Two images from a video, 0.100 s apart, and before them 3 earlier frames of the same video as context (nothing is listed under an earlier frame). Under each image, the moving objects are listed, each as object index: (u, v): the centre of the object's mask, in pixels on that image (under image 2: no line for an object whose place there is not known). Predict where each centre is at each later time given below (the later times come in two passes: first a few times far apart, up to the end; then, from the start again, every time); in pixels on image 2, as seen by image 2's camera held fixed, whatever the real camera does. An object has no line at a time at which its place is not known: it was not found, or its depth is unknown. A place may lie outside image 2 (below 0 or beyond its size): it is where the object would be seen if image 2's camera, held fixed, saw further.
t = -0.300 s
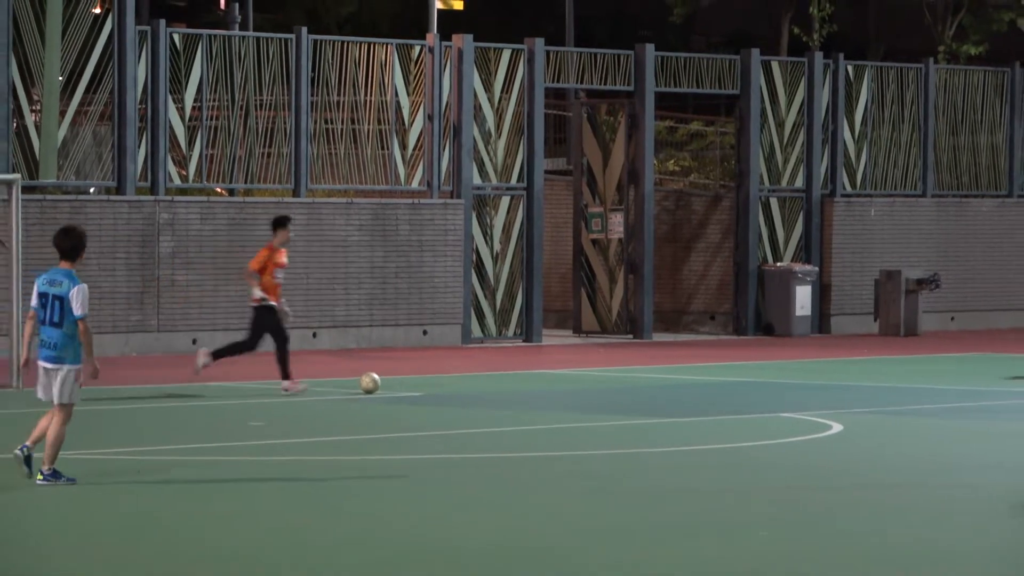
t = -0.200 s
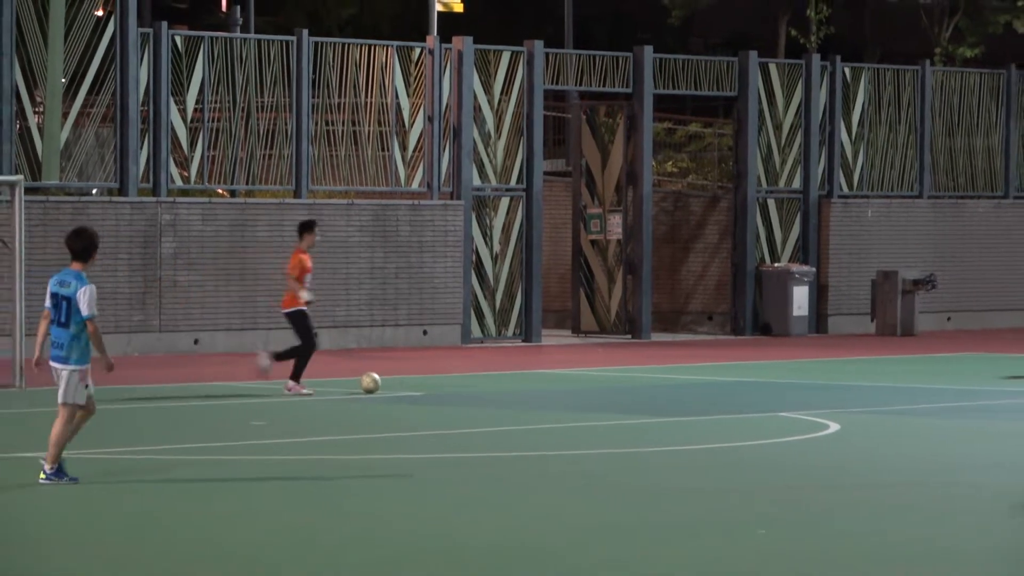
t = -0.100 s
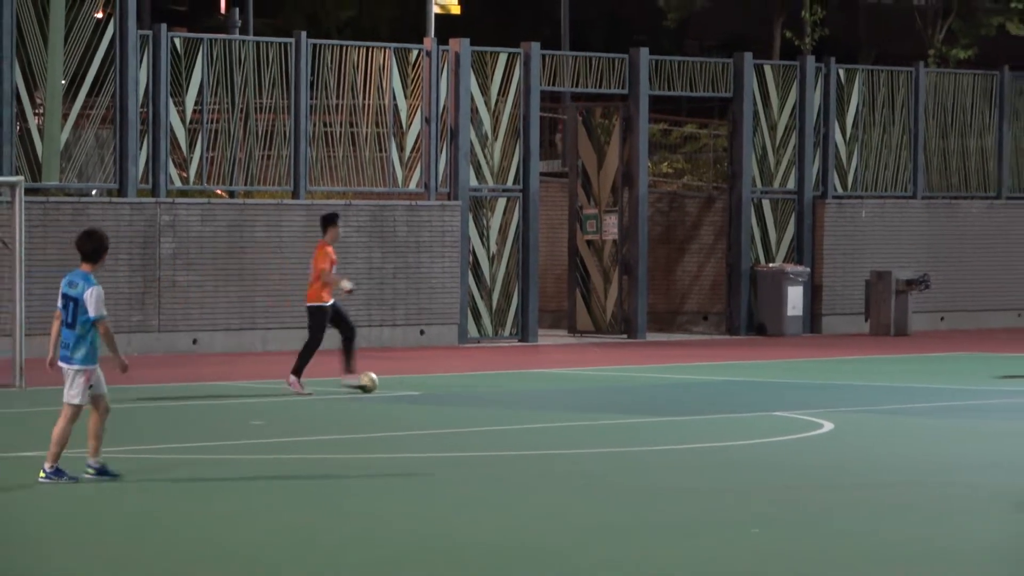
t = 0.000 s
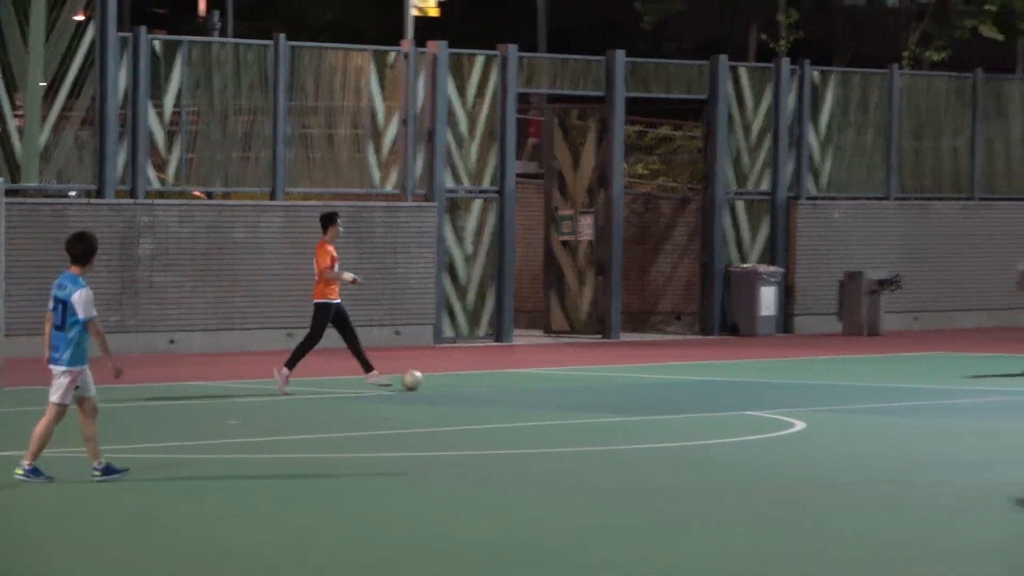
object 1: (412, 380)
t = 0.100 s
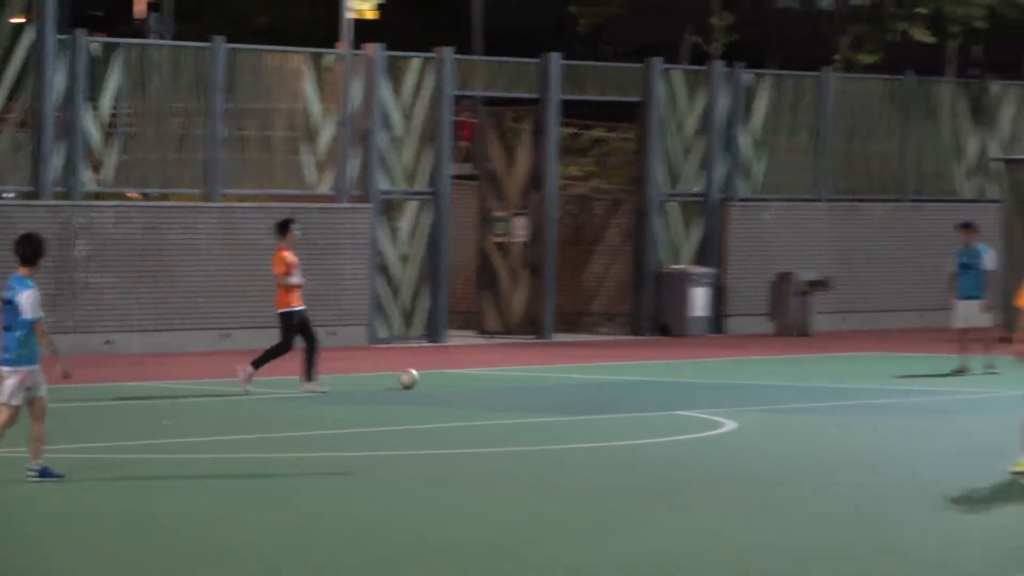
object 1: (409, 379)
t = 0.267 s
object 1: (495, 376)
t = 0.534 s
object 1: (596, 373)
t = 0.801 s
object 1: (687, 370)
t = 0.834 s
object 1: (699, 370)
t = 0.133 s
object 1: (427, 378)
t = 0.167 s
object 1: (445, 377)
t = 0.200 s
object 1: (463, 377)
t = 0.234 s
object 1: (479, 376)
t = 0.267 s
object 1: (495, 376)
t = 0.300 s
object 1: (509, 375)
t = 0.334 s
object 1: (523, 375)
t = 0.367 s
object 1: (537, 375)
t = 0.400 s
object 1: (549, 374)
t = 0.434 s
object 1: (561, 374)
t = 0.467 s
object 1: (573, 373)
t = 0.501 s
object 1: (585, 373)
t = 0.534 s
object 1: (596, 373)
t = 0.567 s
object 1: (609, 373)
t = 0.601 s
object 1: (620, 373)
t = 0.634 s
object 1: (632, 372)
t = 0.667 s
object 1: (643, 372)
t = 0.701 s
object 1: (654, 371)
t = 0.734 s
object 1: (666, 371)
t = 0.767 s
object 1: (677, 370)
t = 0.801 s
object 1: (687, 370)
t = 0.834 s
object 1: (699, 370)
